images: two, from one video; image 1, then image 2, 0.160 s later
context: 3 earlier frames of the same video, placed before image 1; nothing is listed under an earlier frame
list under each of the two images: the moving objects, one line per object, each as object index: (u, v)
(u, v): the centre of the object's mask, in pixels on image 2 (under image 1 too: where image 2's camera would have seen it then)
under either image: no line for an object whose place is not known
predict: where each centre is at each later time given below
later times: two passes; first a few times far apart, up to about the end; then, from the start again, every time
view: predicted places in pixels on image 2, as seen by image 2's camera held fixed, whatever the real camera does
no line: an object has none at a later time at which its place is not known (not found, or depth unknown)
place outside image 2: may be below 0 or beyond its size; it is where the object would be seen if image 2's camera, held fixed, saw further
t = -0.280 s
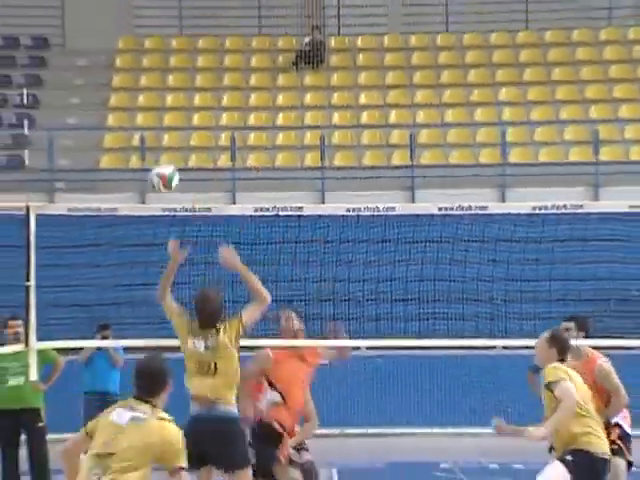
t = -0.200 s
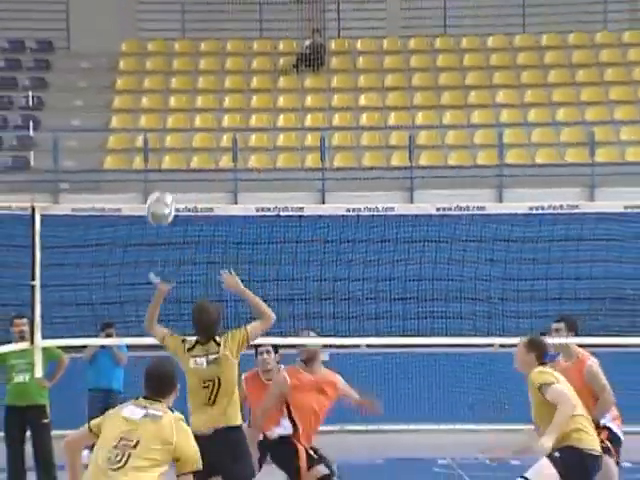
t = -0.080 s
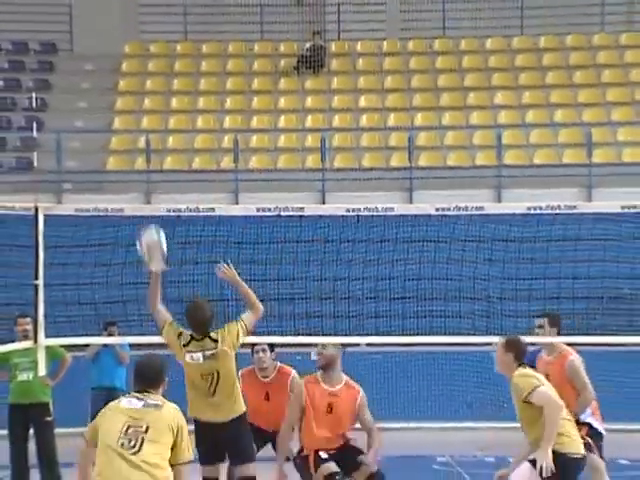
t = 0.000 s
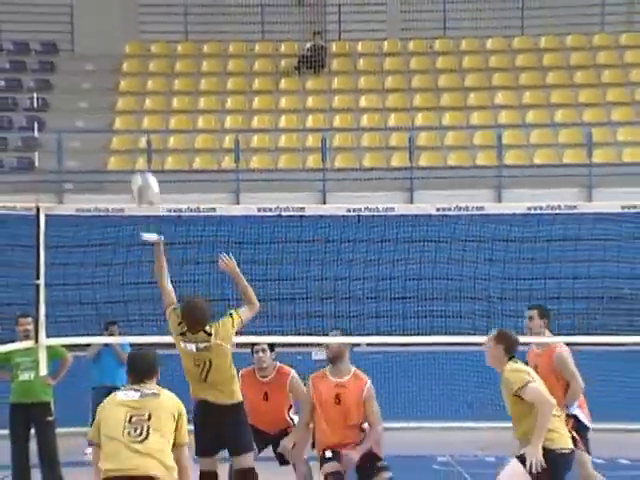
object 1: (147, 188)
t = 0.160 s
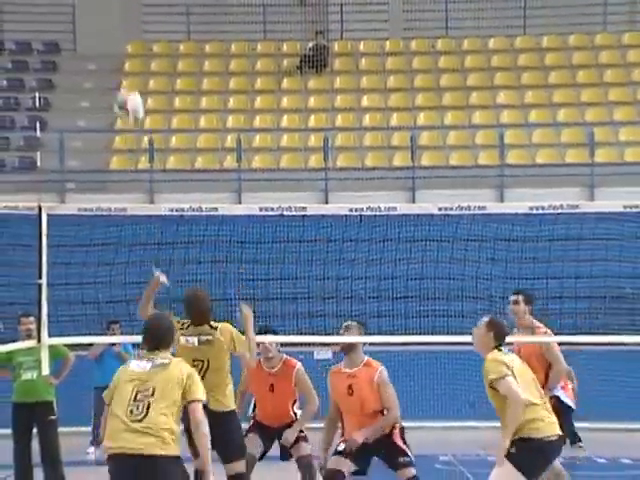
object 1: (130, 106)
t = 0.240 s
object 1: (120, 78)
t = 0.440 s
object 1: (98, 50)
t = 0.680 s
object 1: (77, 97)
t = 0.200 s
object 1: (125, 90)
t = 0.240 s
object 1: (120, 78)
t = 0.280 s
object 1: (115, 68)
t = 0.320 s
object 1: (111, 59)
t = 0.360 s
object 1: (108, 53)
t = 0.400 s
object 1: (103, 51)
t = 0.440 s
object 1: (98, 50)
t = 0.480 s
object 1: (94, 51)
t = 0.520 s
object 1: (90, 56)
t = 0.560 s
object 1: (85, 62)
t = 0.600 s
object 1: (82, 71)
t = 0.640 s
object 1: (79, 84)
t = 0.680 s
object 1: (77, 97)
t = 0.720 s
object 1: (74, 113)
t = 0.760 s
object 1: (70, 132)
